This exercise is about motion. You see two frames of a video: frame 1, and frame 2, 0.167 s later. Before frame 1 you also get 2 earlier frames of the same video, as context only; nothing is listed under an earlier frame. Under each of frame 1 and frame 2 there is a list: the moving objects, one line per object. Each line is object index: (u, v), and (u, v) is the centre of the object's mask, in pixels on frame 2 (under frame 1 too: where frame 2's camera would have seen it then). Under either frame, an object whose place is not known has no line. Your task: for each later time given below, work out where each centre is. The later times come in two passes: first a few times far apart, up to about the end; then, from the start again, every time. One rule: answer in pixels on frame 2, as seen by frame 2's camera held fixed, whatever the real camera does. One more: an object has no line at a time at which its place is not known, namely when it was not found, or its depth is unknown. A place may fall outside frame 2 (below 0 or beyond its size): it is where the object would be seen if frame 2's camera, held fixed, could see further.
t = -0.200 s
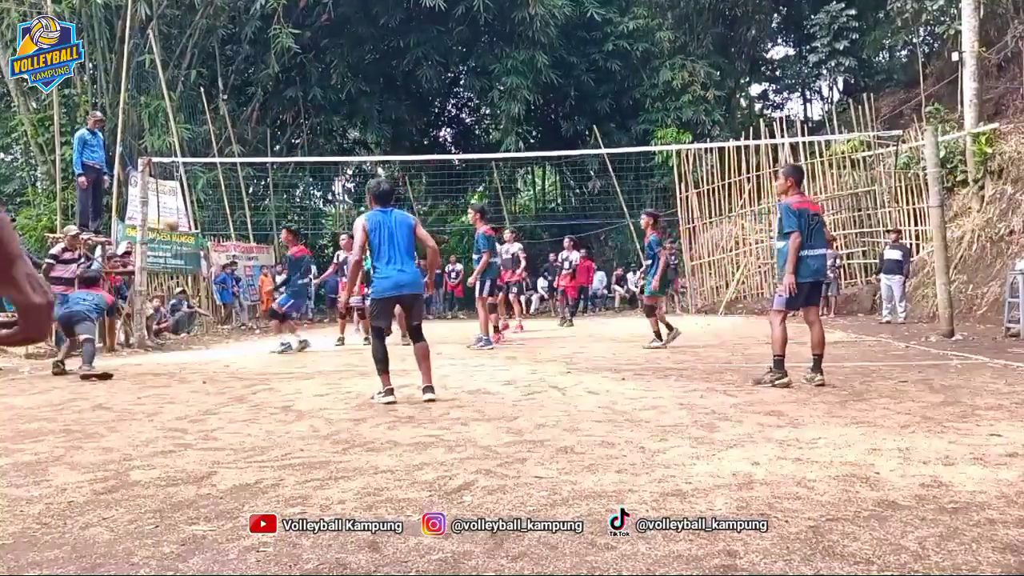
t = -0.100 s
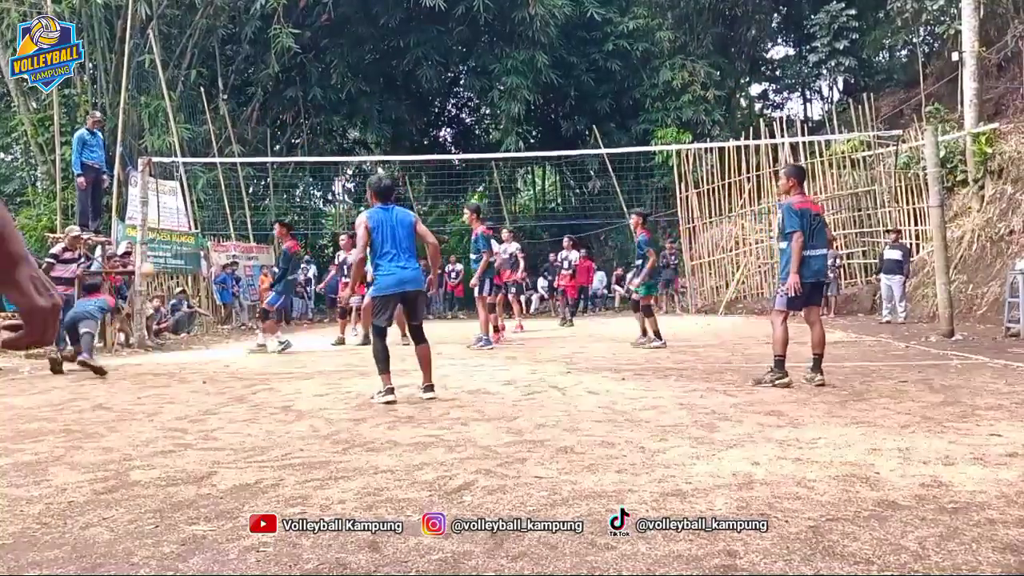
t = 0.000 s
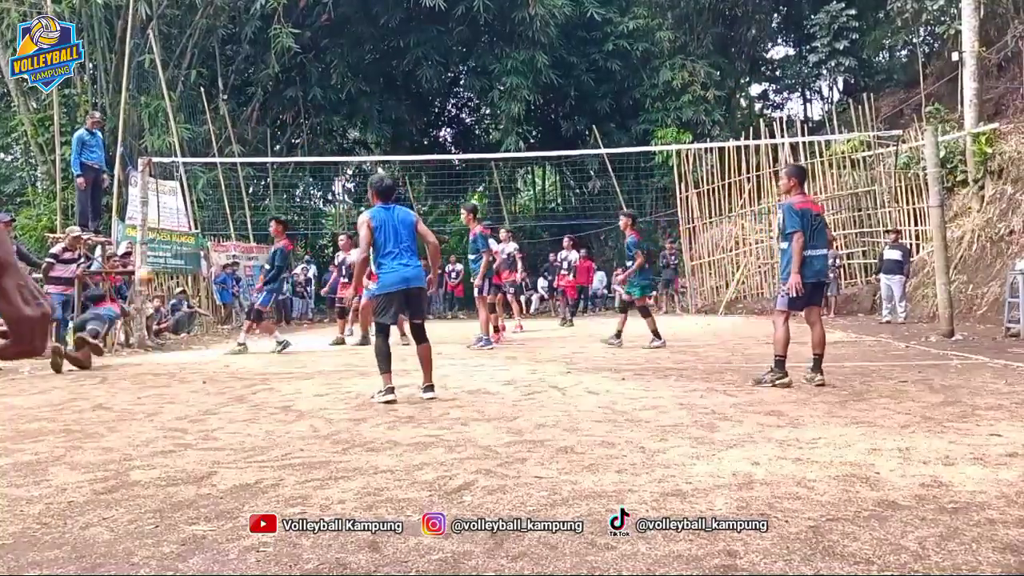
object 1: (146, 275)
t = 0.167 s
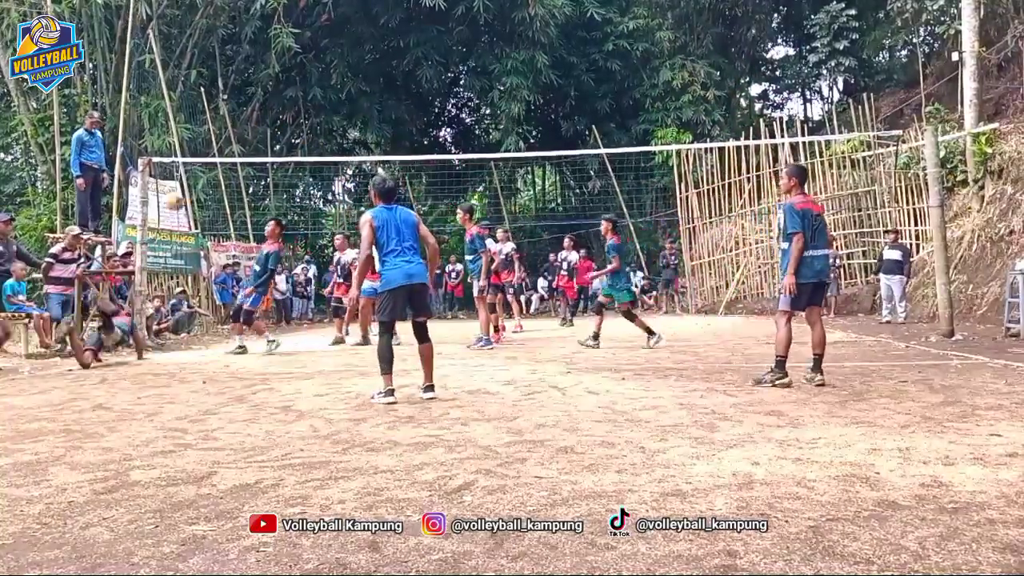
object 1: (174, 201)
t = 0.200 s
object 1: (179, 188)
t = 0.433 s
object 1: (224, 132)
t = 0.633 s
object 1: (261, 123)
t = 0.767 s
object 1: (287, 137)
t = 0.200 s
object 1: (179, 188)
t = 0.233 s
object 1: (187, 177)
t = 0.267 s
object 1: (193, 170)
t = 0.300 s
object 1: (198, 157)
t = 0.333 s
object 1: (204, 150)
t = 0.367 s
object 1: (211, 144)
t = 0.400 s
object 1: (217, 137)
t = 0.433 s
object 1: (224, 132)
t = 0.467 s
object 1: (230, 128)
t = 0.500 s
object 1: (236, 125)
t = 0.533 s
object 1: (242, 123)
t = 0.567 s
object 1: (248, 122)
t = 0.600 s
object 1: (255, 122)
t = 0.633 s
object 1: (261, 123)
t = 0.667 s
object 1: (268, 125)
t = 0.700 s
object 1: (274, 128)
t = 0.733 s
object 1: (281, 132)
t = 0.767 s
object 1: (287, 137)
